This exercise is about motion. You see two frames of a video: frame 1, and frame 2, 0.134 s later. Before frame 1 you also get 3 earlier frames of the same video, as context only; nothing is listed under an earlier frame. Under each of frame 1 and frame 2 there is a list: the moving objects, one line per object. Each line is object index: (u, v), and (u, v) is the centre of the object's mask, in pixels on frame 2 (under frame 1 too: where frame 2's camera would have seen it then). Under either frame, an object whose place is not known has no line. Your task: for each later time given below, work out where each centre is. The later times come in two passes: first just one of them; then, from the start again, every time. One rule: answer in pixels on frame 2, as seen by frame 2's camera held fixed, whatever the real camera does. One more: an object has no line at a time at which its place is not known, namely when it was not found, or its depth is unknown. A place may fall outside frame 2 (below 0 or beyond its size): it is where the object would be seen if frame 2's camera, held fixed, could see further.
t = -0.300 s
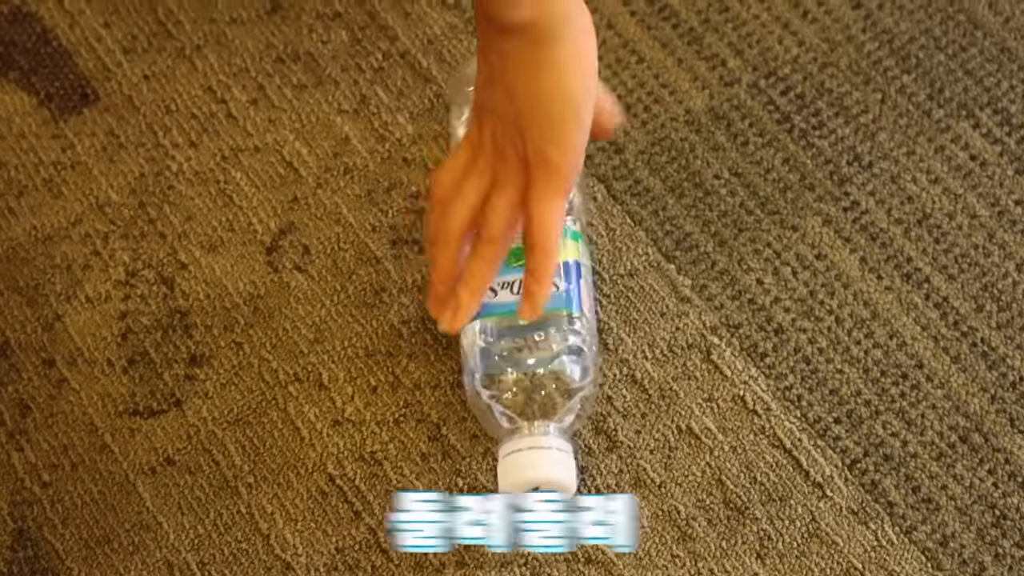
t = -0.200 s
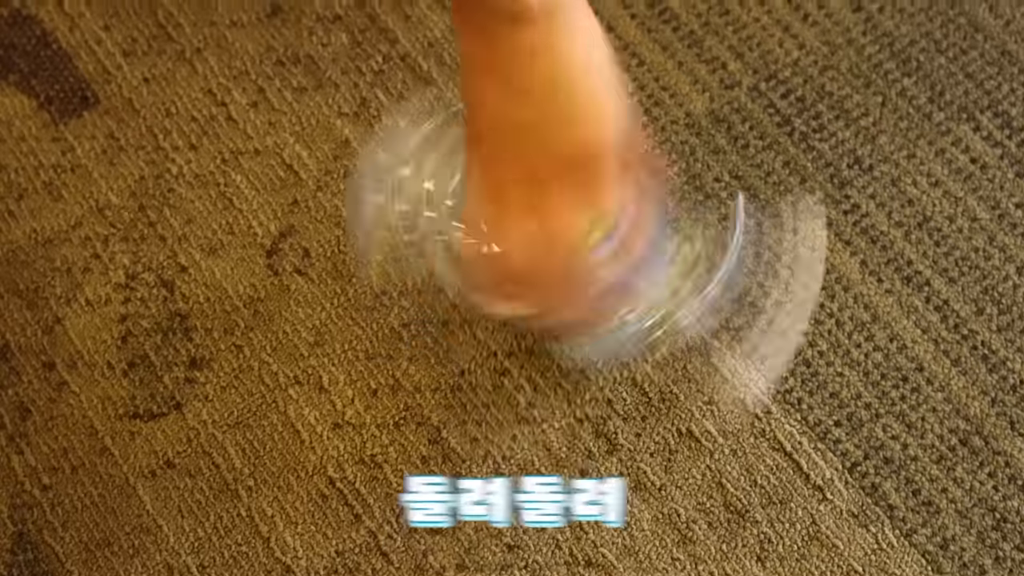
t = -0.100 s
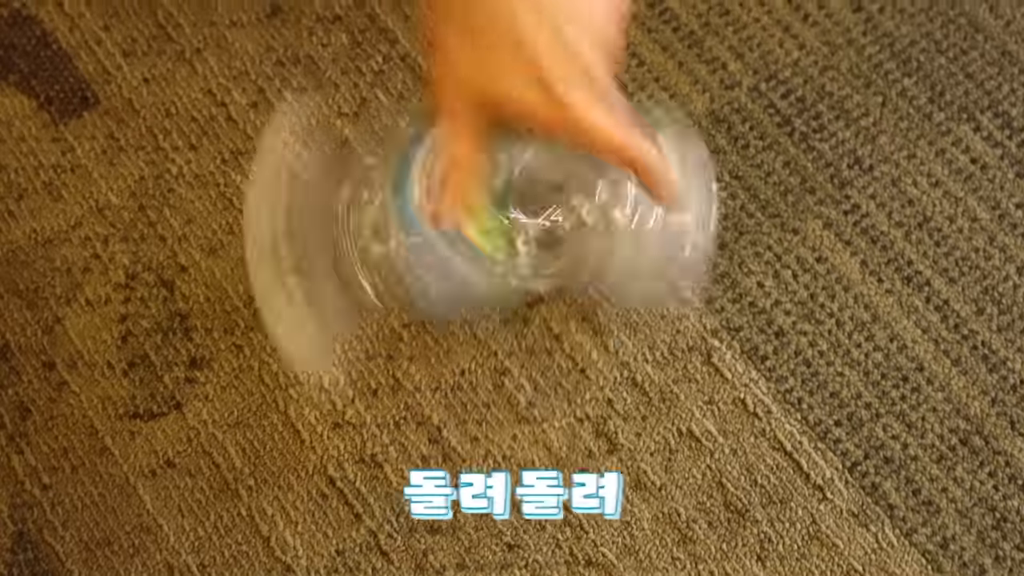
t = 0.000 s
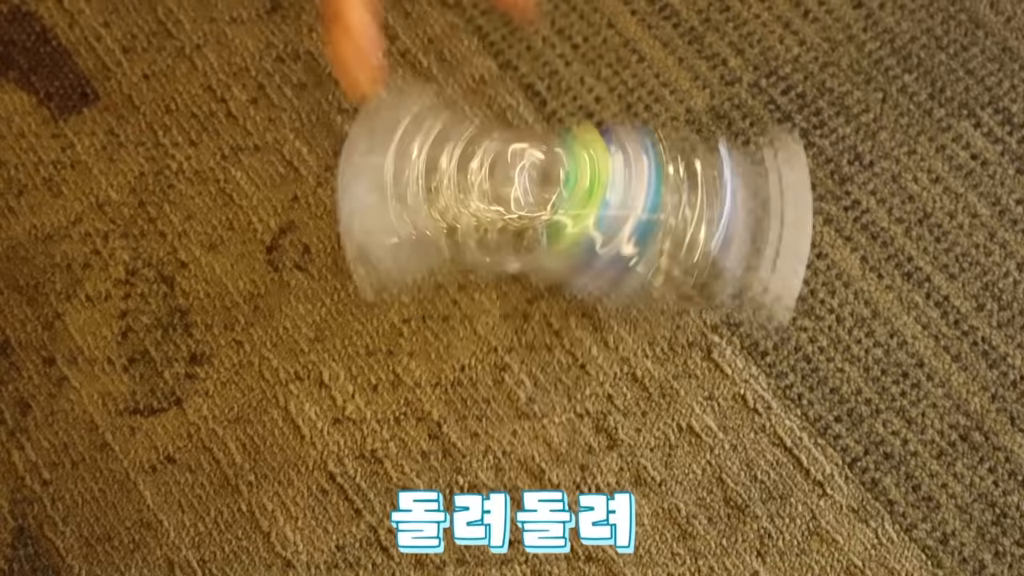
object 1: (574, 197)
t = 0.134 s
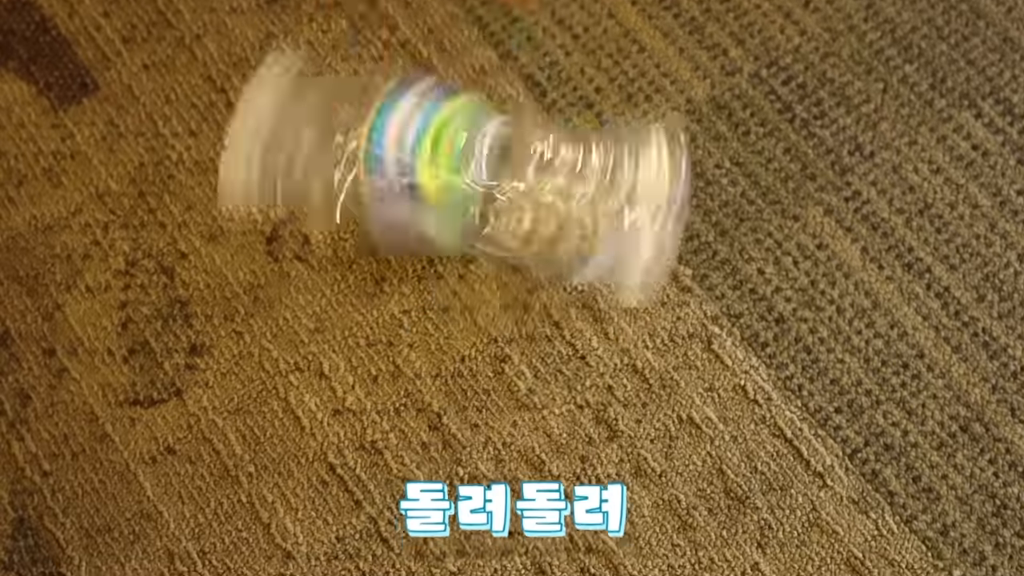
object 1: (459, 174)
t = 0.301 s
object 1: (521, 169)
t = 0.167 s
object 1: (463, 199)
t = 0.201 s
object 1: (472, 220)
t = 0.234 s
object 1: (511, 213)
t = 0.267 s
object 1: (522, 188)
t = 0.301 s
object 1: (521, 169)
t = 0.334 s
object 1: (516, 154)
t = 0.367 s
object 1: (488, 151)
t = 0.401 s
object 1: (475, 172)
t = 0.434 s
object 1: (479, 164)
